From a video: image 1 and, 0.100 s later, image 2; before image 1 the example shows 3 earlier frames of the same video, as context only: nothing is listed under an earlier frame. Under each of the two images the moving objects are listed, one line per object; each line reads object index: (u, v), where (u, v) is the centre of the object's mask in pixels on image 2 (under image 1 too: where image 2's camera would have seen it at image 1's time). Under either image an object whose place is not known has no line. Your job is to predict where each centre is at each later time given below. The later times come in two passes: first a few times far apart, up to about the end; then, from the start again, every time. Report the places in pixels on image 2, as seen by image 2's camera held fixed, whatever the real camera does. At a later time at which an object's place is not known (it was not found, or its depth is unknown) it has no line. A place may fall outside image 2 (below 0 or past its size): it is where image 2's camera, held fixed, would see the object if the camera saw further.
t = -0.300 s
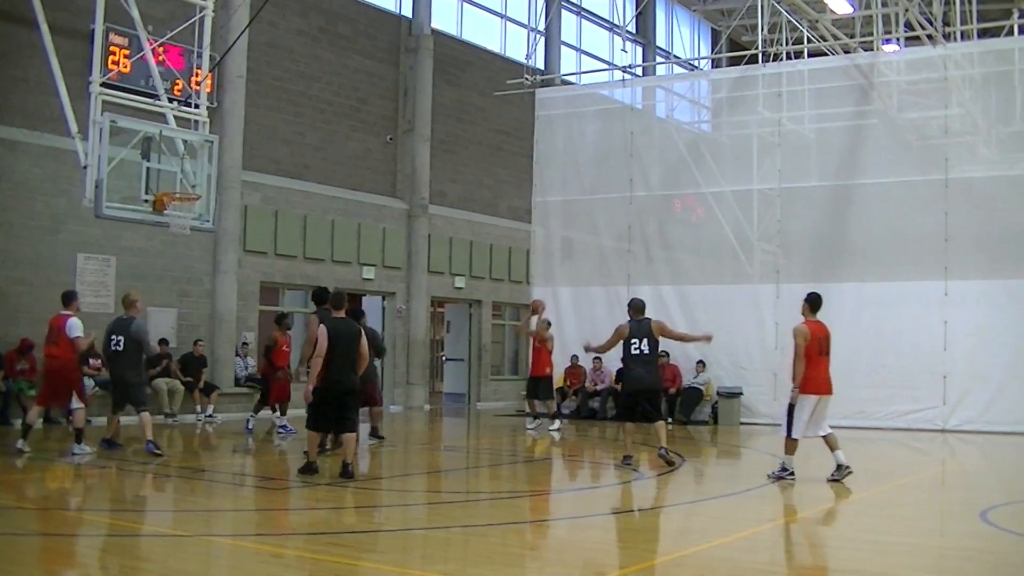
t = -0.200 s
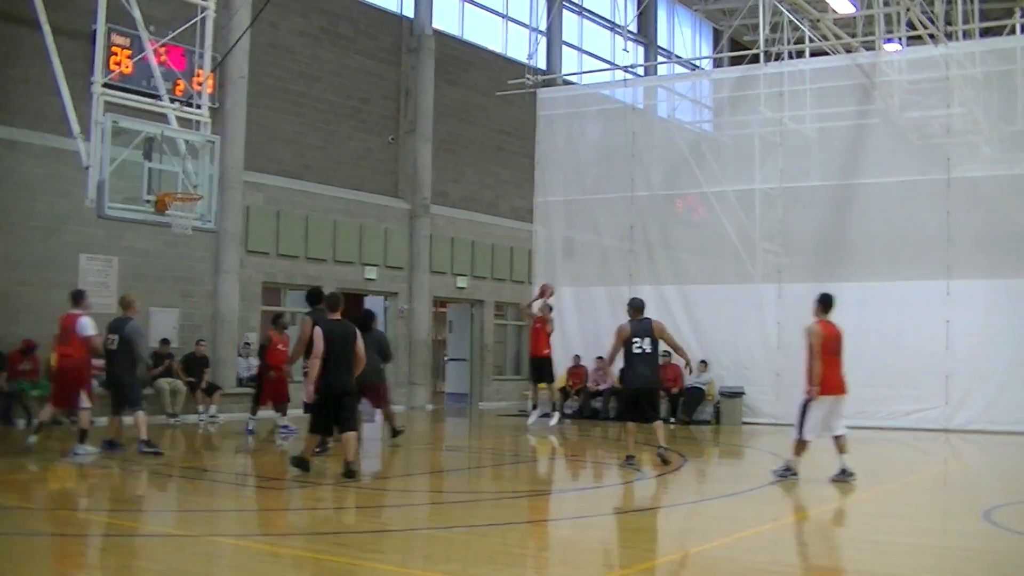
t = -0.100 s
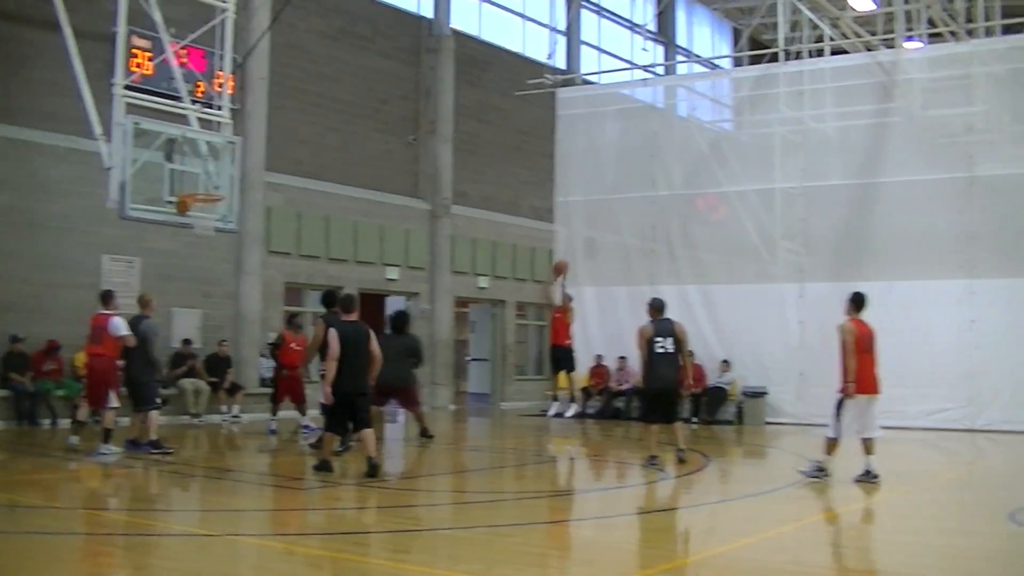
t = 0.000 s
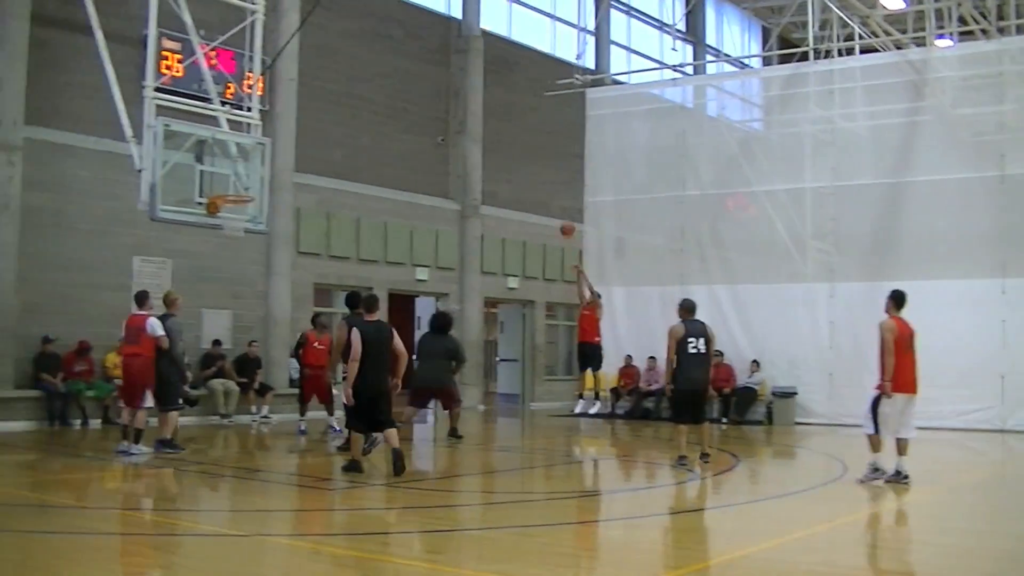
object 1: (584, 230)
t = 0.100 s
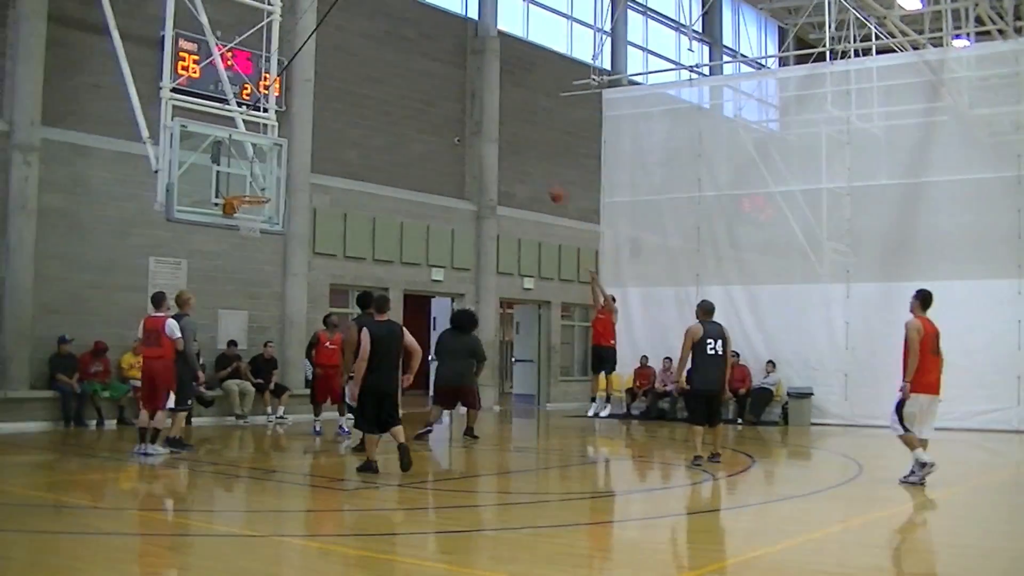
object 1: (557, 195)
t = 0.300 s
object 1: (501, 143)
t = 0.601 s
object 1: (413, 110)
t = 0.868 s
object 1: (325, 131)
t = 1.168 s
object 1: (260, 199)
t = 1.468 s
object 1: (245, 211)
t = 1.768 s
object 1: (245, 231)
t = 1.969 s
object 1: (256, 269)
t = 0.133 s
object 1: (549, 186)
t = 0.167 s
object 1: (539, 175)
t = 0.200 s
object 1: (528, 166)
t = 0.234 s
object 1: (521, 159)
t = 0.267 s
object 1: (511, 150)
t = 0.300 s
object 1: (501, 143)
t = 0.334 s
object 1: (493, 137)
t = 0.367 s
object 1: (483, 131)
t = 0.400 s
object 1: (473, 126)
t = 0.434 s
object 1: (465, 122)
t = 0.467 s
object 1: (455, 118)
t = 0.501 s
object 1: (443, 115)
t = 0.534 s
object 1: (433, 113)
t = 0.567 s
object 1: (423, 111)
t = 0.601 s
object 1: (413, 110)
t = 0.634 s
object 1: (404, 110)
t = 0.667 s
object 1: (393, 110)
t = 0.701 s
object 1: (381, 113)
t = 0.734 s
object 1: (370, 115)
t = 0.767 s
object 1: (359, 117)
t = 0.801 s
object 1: (347, 121)
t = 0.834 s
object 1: (336, 126)
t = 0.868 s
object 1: (325, 131)
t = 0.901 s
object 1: (313, 138)
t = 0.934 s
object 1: (300, 146)
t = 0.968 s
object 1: (288, 155)
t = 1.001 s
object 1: (275, 163)
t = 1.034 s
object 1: (264, 174)
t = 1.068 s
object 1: (251, 185)
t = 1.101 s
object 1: (242, 195)
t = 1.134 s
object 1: (255, 199)
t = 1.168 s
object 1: (260, 199)
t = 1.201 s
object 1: (249, 198)
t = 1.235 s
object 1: (244, 198)
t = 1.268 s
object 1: (246, 198)
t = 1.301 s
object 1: (254, 198)
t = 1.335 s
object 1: (259, 201)
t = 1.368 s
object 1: (259, 203)
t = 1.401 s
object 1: (256, 205)
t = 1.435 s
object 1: (251, 209)
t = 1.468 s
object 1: (245, 211)
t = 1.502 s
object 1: (242, 218)
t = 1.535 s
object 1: (240, 216)
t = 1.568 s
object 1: (239, 222)
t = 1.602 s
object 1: (239, 222)
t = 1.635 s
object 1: (240, 223)
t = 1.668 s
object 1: (240, 224)
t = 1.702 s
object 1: (242, 227)
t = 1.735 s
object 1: (243, 228)
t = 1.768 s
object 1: (245, 231)
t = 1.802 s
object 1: (247, 239)
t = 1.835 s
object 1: (249, 241)
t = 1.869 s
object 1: (251, 246)
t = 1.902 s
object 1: (253, 254)
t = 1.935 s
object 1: (254, 260)
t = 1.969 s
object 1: (256, 269)
